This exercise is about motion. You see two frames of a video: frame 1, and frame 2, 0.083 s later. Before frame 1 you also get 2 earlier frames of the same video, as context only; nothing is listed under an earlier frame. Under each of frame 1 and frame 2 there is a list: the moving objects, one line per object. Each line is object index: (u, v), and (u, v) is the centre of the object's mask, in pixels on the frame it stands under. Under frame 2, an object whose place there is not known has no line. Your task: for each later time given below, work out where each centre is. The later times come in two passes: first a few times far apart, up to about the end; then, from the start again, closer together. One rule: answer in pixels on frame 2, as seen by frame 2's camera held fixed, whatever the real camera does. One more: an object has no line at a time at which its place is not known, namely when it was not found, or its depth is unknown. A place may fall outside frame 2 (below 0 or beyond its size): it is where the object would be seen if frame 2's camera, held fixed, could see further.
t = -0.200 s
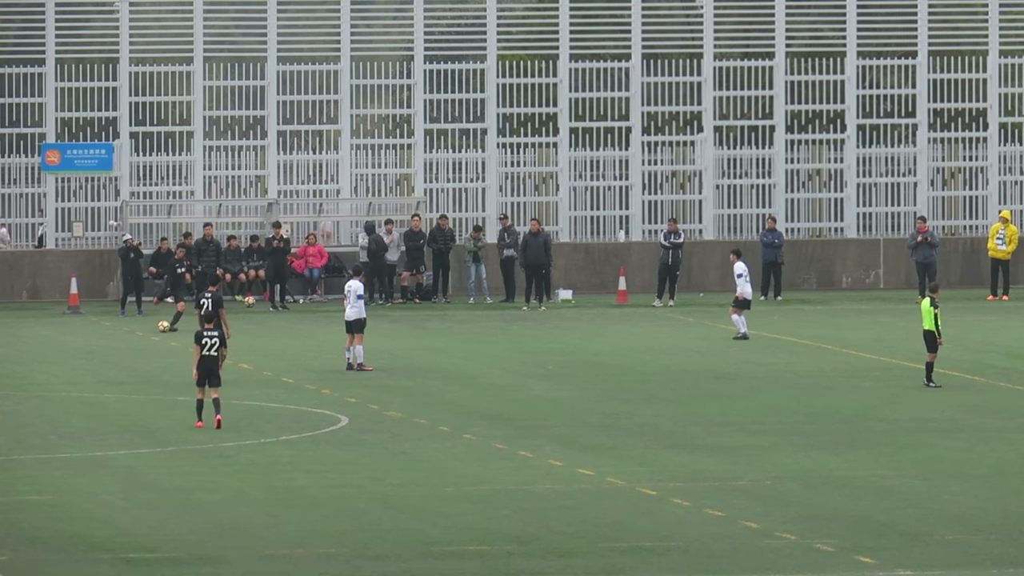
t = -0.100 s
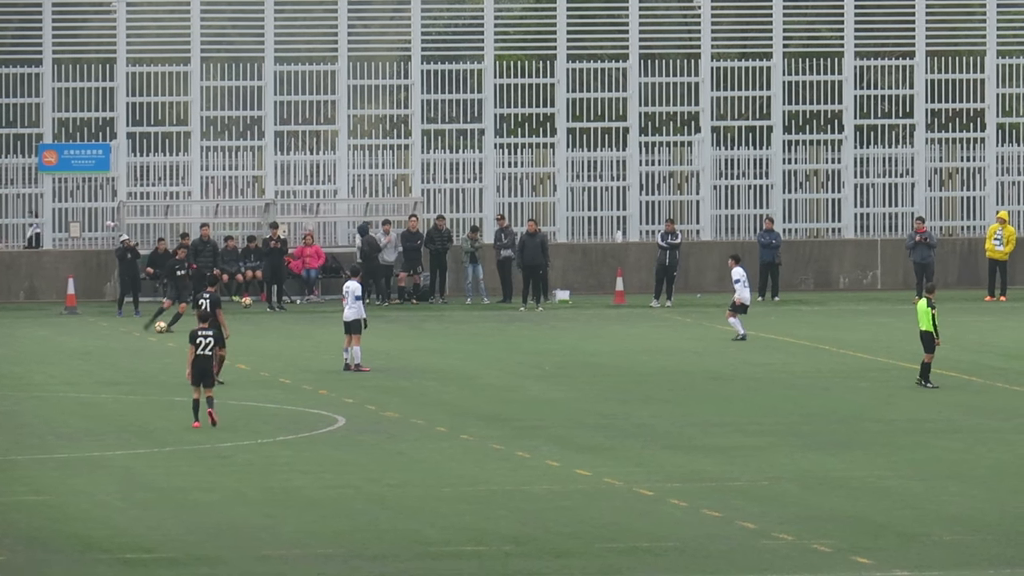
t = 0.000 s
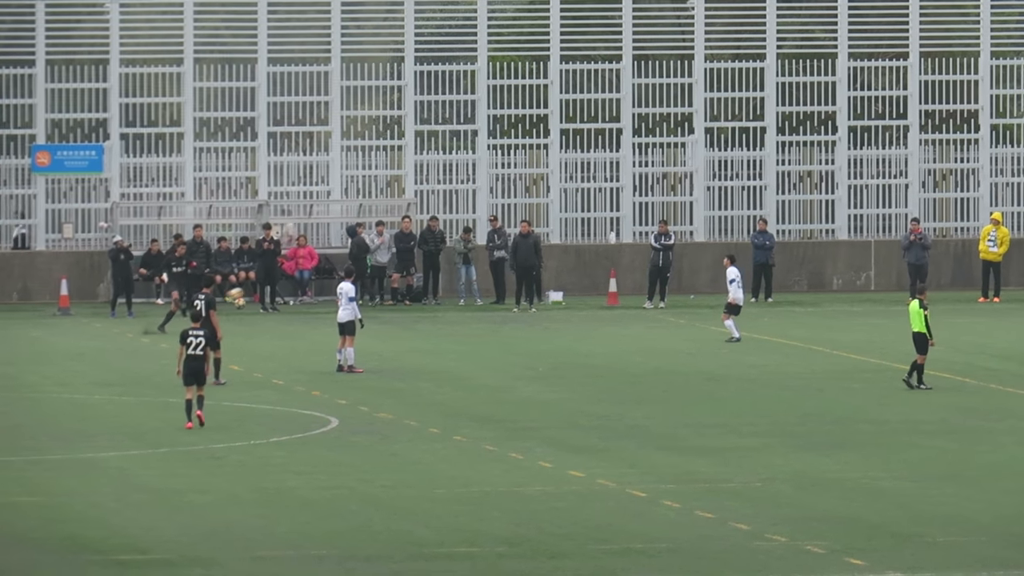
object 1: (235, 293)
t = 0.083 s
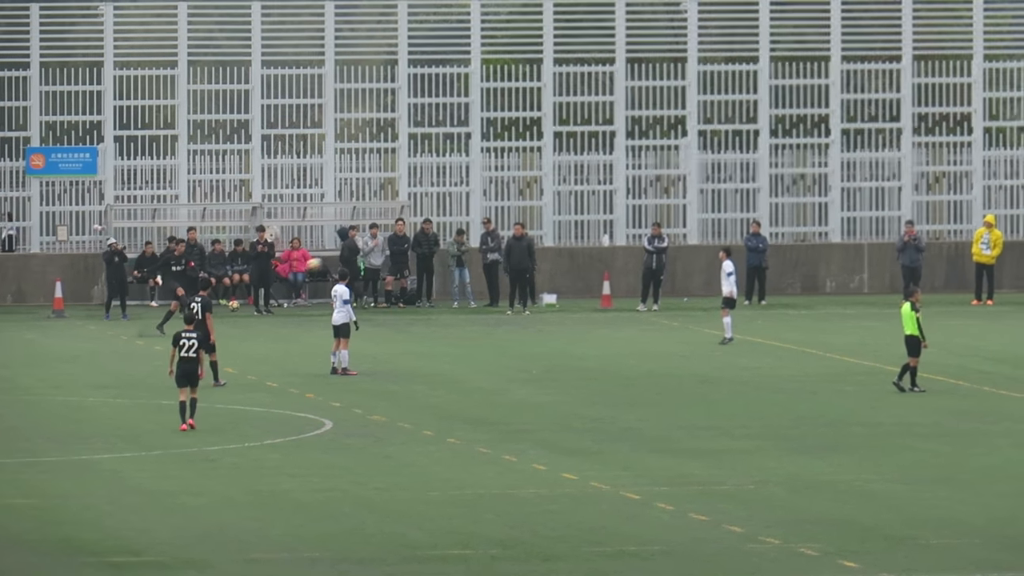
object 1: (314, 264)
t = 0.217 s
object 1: (448, 218)
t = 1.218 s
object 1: (1534, 95)
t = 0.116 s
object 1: (348, 251)
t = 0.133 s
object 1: (364, 246)
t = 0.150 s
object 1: (382, 239)
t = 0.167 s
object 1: (397, 234)
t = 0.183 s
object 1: (413, 229)
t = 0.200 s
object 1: (431, 223)
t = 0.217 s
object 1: (448, 218)
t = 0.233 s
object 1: (464, 212)
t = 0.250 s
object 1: (481, 207)
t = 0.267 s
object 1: (498, 201)
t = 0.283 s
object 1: (514, 196)
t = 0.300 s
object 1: (531, 191)
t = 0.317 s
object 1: (547, 186)
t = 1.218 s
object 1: (1534, 95)
